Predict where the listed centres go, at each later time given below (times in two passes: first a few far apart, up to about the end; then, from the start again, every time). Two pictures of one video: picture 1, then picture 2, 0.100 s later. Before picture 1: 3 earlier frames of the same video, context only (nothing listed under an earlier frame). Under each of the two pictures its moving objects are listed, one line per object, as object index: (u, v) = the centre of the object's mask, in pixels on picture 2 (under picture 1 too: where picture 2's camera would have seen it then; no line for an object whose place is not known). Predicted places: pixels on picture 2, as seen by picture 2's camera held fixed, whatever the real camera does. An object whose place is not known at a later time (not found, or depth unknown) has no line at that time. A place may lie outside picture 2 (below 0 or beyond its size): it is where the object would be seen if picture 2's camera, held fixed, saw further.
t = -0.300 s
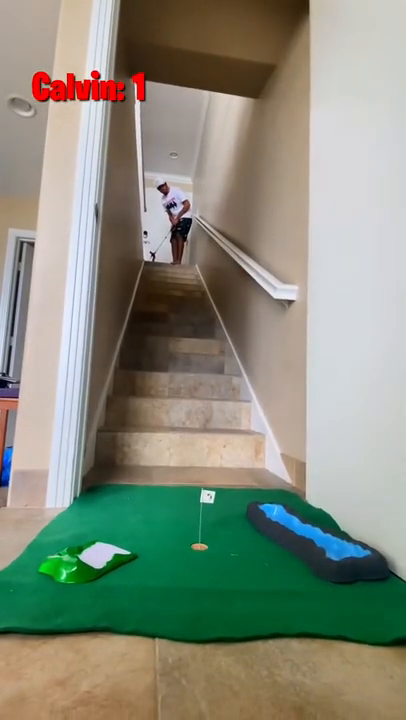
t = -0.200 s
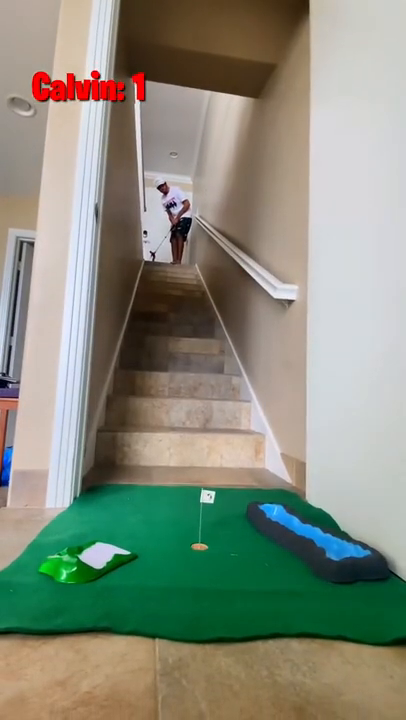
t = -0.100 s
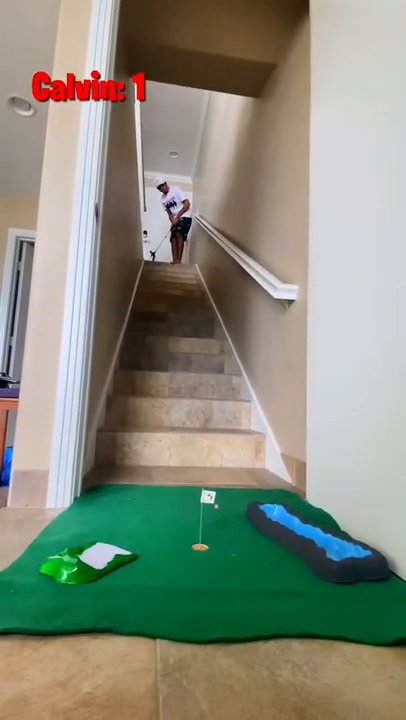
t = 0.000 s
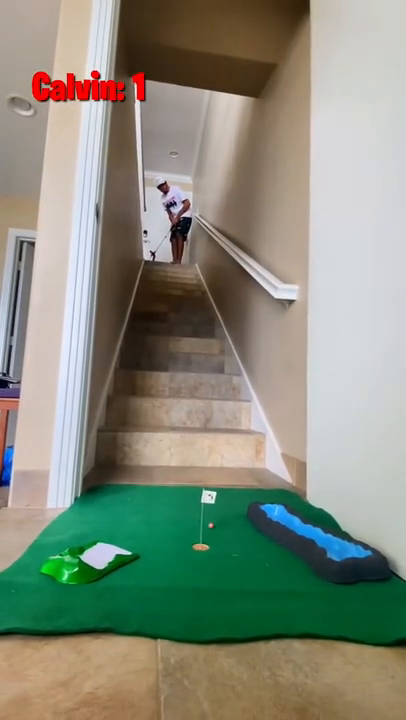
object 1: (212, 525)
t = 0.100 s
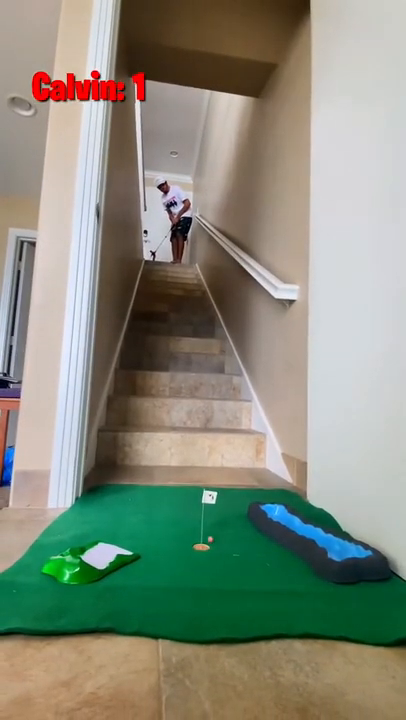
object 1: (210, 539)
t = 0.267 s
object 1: (197, 561)
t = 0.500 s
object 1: (176, 586)
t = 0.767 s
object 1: (156, 618)
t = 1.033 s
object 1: (149, 644)
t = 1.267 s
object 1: (148, 669)
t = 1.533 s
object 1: (165, 685)
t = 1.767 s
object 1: (172, 684)
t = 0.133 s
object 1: (210, 543)
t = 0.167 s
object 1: (207, 547)
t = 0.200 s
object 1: (205, 549)
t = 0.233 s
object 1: (202, 553)
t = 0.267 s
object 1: (197, 561)
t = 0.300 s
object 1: (194, 562)
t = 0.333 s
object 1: (191, 569)
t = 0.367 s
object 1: (188, 572)
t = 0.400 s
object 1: (185, 576)
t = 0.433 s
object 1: (181, 580)
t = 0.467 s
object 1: (179, 582)
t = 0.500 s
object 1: (176, 586)
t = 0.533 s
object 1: (174, 591)
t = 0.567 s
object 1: (171, 596)
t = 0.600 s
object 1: (167, 601)
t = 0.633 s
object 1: (166, 604)
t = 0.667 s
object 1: (163, 607)
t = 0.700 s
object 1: (161, 610)
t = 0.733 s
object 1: (159, 613)
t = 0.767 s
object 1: (156, 618)
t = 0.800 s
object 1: (154, 621)
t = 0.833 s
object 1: (152, 623)
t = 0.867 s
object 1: (152, 625)
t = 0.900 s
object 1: (151, 626)
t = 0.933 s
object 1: (151, 631)
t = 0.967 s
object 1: (150, 636)
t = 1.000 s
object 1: (149, 641)
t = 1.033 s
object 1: (149, 644)
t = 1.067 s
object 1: (148, 646)
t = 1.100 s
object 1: (148, 652)
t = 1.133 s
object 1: (147, 656)
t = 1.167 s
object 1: (148, 659)
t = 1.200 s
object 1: (148, 662)
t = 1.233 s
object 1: (148, 664)
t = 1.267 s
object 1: (148, 669)
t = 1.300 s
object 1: (149, 671)
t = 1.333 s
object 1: (150, 673)
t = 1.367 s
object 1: (152, 675)
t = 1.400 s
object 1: (153, 677)
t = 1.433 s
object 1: (156, 679)
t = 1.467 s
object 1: (159, 681)
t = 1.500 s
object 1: (162, 683)
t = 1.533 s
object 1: (165, 685)
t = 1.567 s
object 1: (168, 685)
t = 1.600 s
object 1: (171, 685)
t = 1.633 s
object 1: (171, 684)
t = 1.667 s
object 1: (172, 684)
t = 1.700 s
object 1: (172, 684)
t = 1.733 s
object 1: (172, 684)
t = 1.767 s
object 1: (172, 684)
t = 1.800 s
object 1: (171, 684)
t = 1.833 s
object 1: (171, 684)
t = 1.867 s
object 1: (168, 685)
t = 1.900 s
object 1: (166, 685)
